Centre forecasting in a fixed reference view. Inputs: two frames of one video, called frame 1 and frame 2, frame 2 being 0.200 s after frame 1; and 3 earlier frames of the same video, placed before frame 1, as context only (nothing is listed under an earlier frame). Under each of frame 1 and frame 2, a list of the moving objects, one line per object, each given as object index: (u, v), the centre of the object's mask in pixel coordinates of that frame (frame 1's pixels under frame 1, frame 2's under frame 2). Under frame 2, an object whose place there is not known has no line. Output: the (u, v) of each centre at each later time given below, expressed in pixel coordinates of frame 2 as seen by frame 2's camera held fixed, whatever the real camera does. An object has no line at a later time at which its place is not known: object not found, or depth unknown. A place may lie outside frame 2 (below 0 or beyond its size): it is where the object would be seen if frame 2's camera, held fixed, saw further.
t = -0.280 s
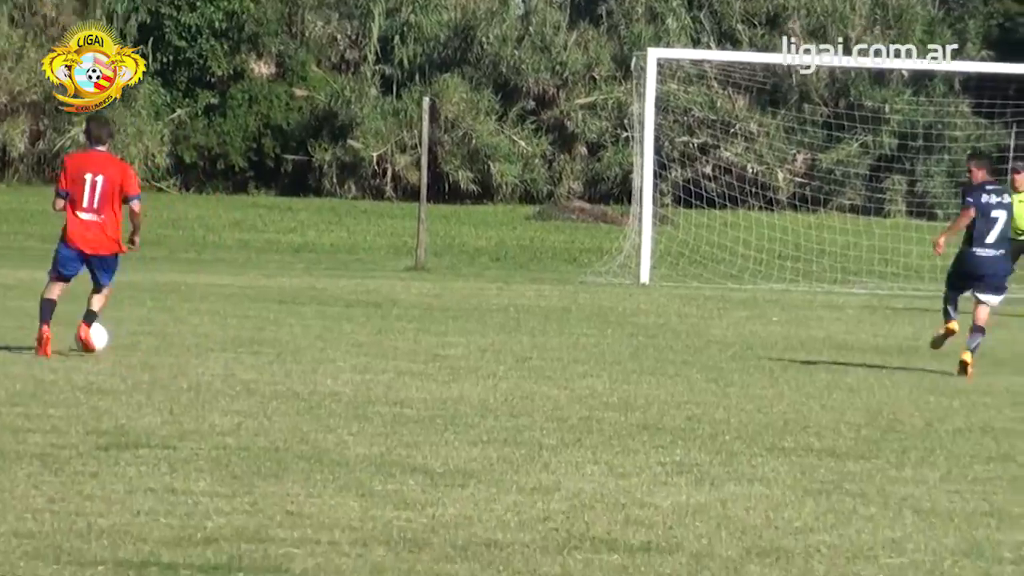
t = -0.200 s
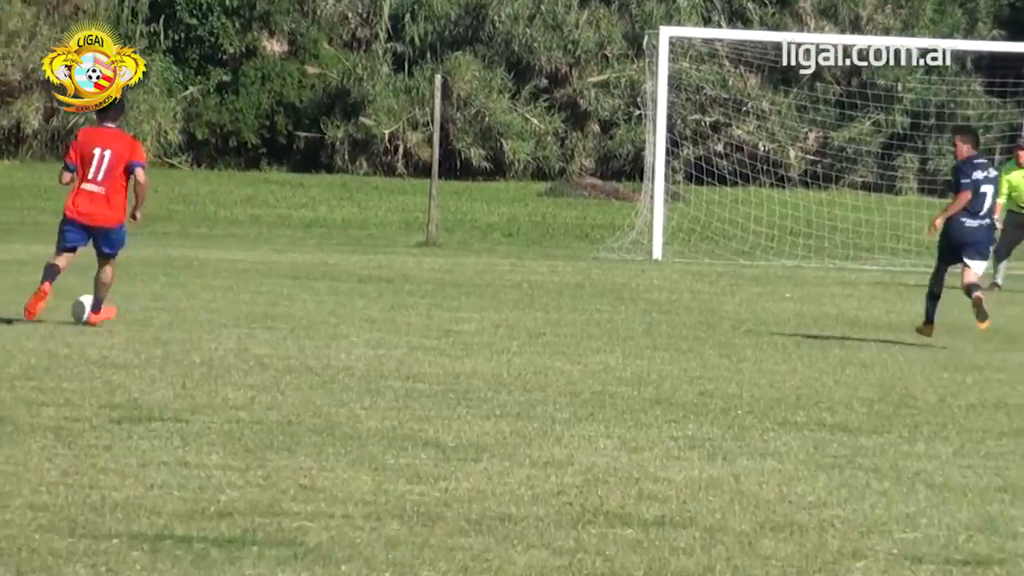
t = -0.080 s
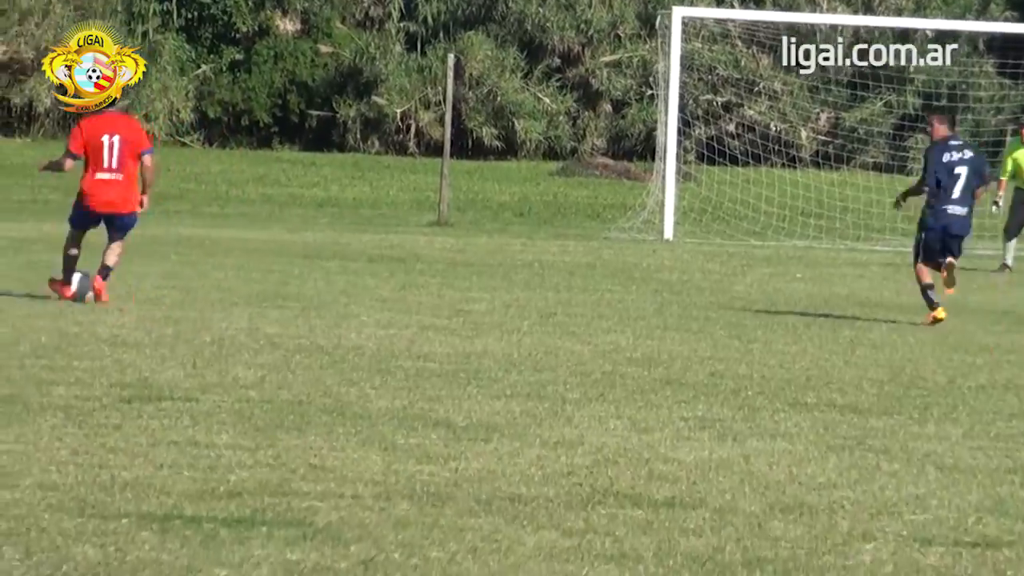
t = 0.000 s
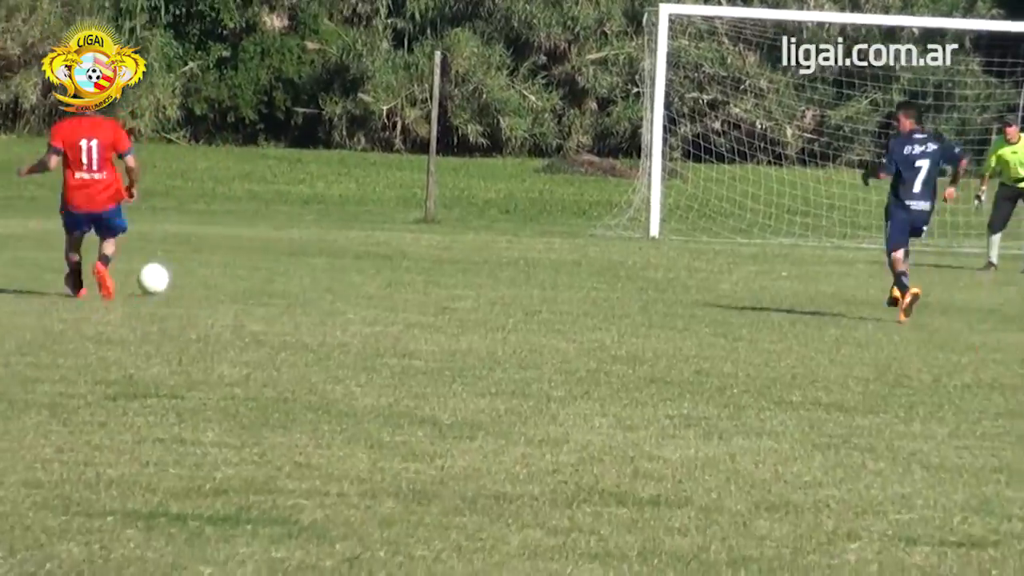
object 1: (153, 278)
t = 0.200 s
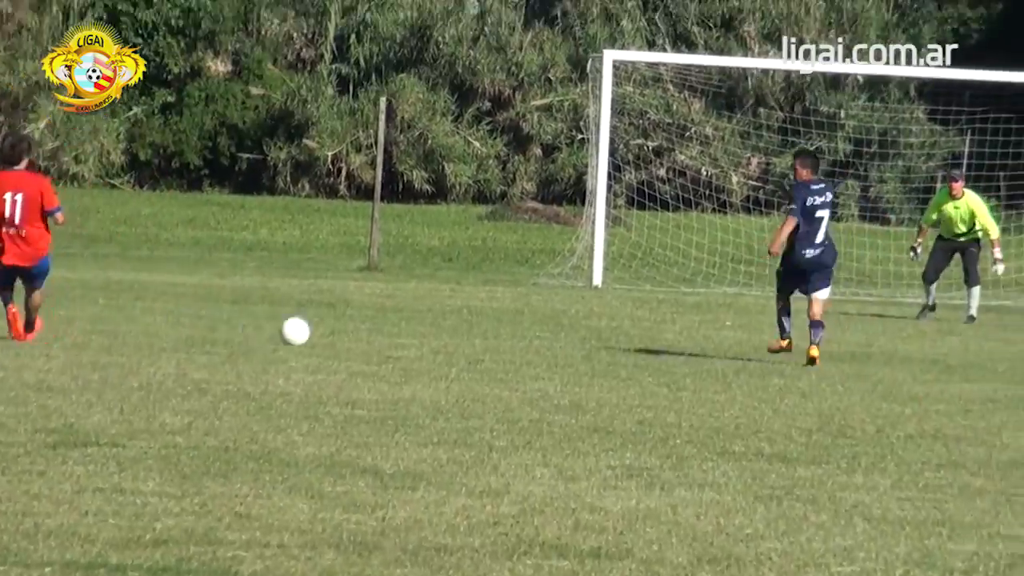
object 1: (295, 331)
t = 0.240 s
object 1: (329, 330)
